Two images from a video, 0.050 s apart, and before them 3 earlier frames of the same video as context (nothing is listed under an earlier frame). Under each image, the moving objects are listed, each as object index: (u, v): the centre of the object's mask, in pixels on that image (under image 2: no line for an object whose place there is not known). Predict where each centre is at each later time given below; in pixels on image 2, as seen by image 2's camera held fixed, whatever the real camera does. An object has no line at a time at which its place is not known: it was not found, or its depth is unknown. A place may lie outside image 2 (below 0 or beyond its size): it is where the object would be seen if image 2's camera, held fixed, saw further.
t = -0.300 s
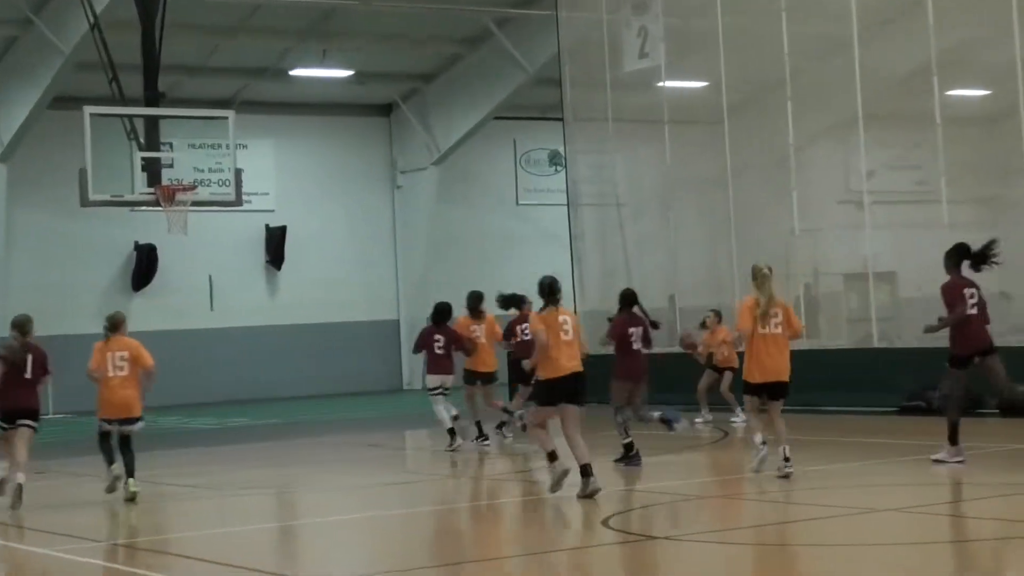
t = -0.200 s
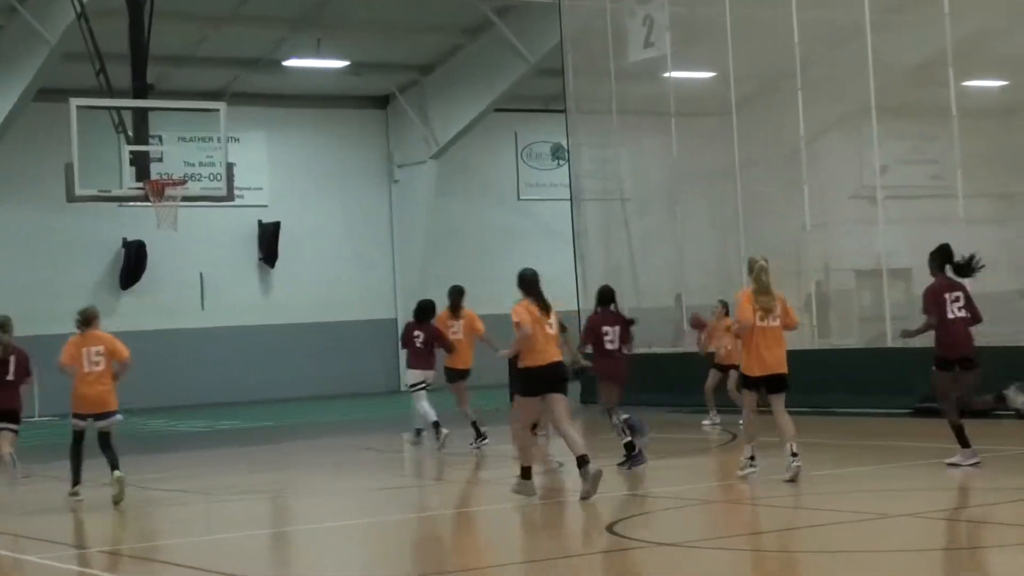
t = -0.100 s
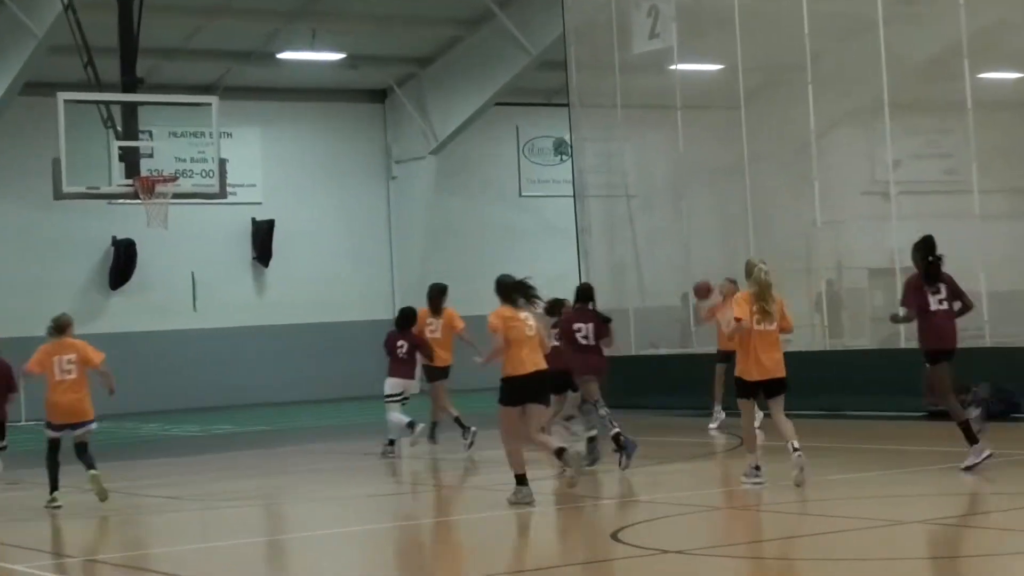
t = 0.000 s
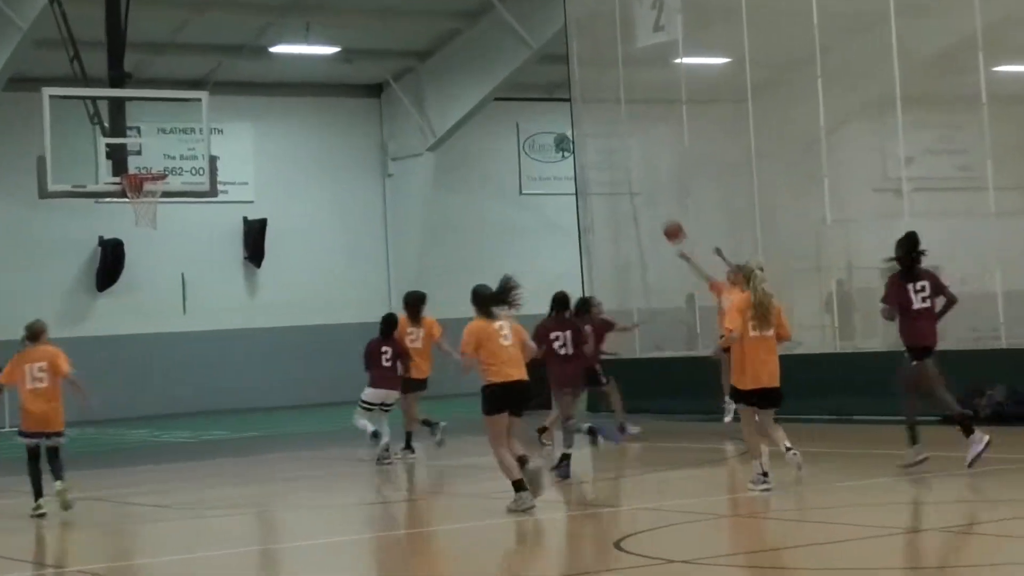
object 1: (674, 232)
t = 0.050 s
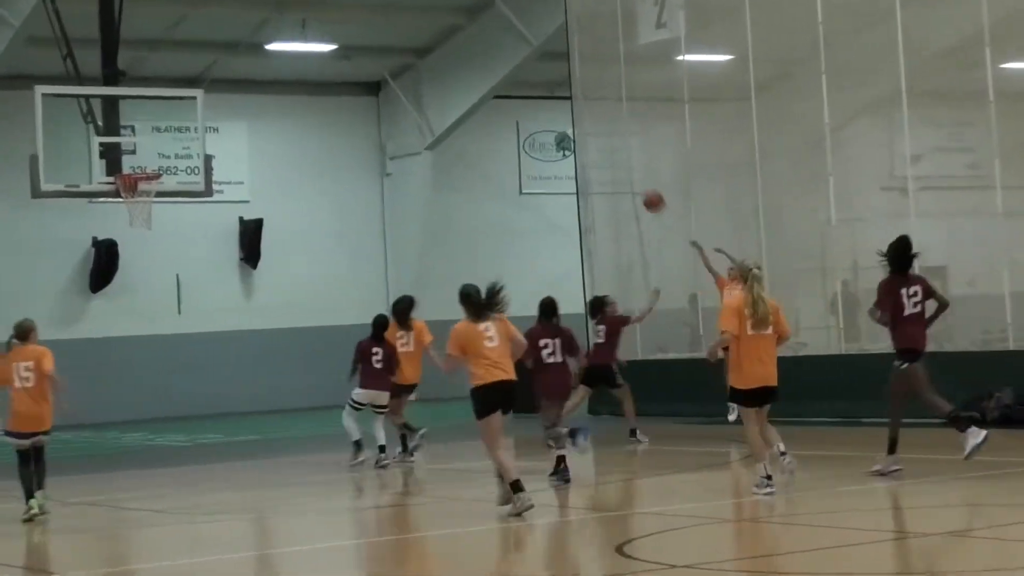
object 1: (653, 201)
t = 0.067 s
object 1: (646, 192)
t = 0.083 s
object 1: (639, 183)
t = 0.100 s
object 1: (631, 175)
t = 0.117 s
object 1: (624, 166)
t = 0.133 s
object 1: (616, 158)
